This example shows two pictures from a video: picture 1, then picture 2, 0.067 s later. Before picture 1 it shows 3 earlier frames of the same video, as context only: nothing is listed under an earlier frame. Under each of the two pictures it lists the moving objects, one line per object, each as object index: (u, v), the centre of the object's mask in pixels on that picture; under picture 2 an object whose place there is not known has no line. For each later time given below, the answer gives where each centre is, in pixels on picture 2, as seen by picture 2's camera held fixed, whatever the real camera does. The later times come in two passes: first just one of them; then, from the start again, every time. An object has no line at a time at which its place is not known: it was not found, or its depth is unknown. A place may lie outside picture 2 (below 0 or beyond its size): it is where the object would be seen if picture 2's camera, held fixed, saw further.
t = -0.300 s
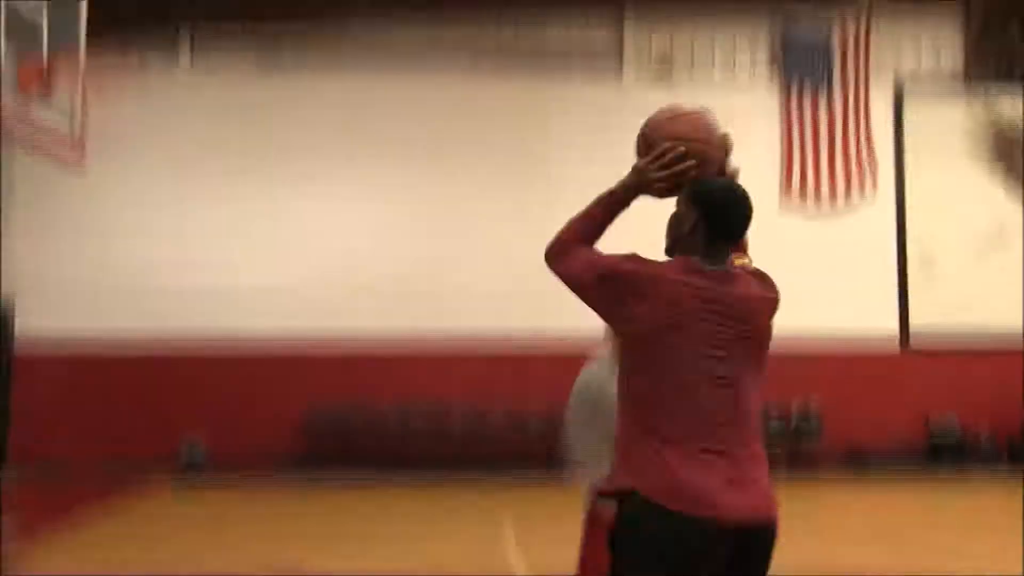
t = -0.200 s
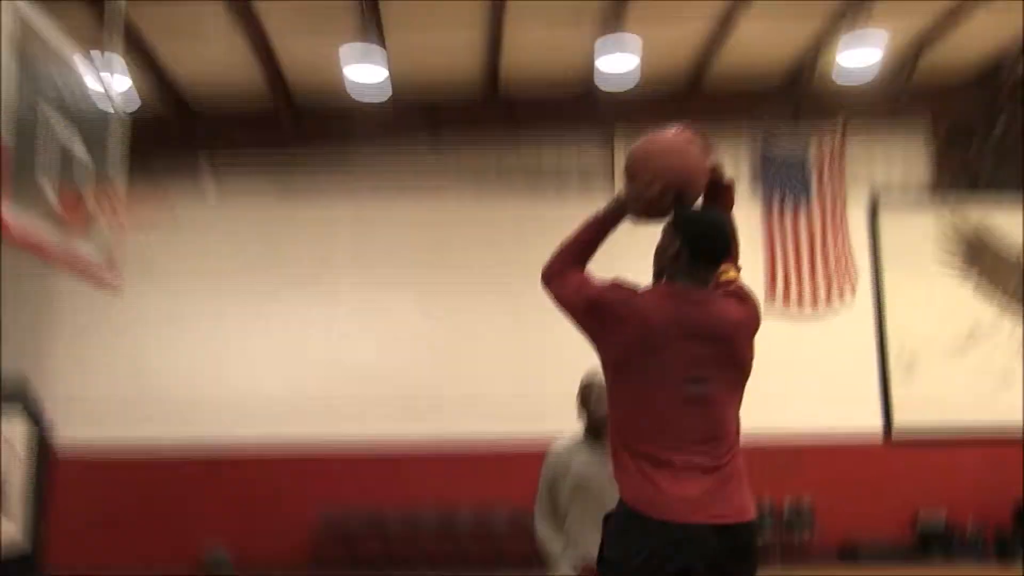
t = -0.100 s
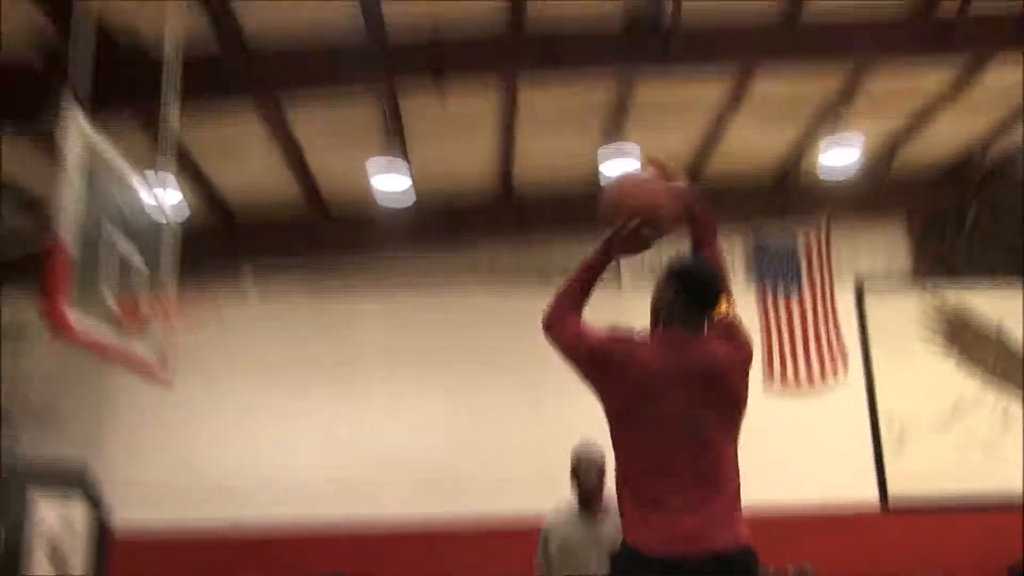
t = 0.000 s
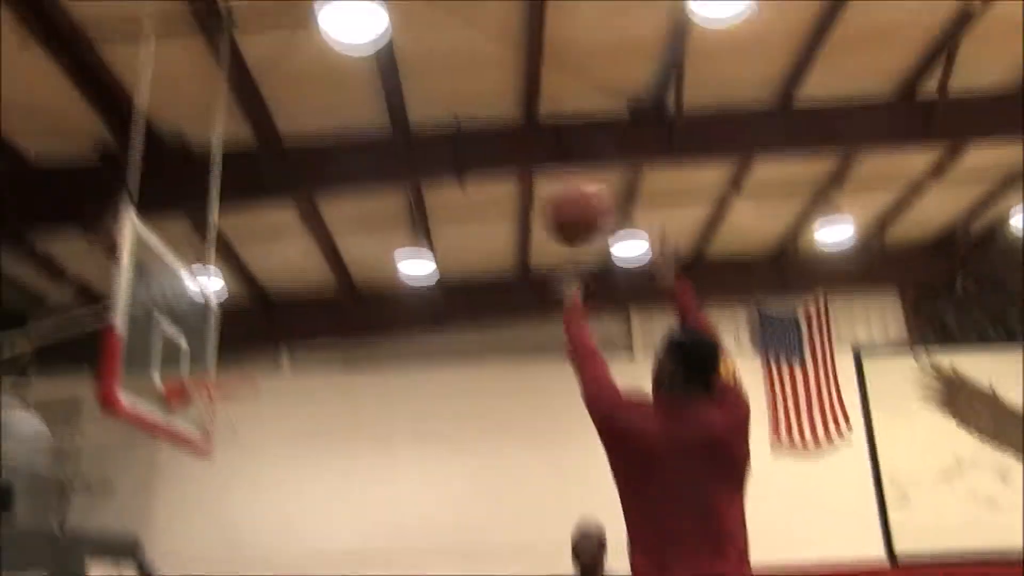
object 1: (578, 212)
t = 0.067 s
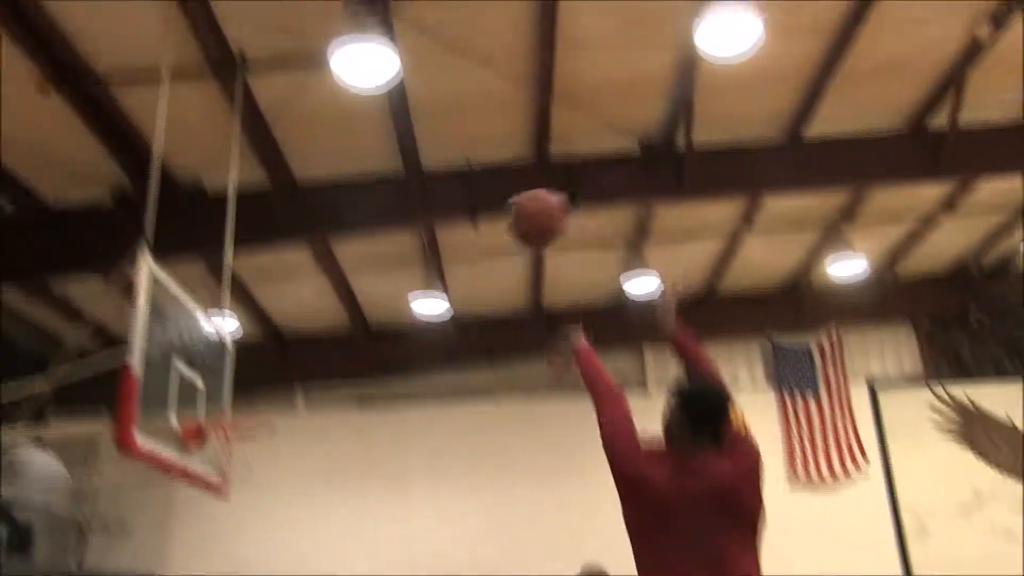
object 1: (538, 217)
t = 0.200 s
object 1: (462, 190)
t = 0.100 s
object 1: (517, 203)
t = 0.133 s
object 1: (495, 196)
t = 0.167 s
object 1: (480, 192)
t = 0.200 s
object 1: (462, 190)
